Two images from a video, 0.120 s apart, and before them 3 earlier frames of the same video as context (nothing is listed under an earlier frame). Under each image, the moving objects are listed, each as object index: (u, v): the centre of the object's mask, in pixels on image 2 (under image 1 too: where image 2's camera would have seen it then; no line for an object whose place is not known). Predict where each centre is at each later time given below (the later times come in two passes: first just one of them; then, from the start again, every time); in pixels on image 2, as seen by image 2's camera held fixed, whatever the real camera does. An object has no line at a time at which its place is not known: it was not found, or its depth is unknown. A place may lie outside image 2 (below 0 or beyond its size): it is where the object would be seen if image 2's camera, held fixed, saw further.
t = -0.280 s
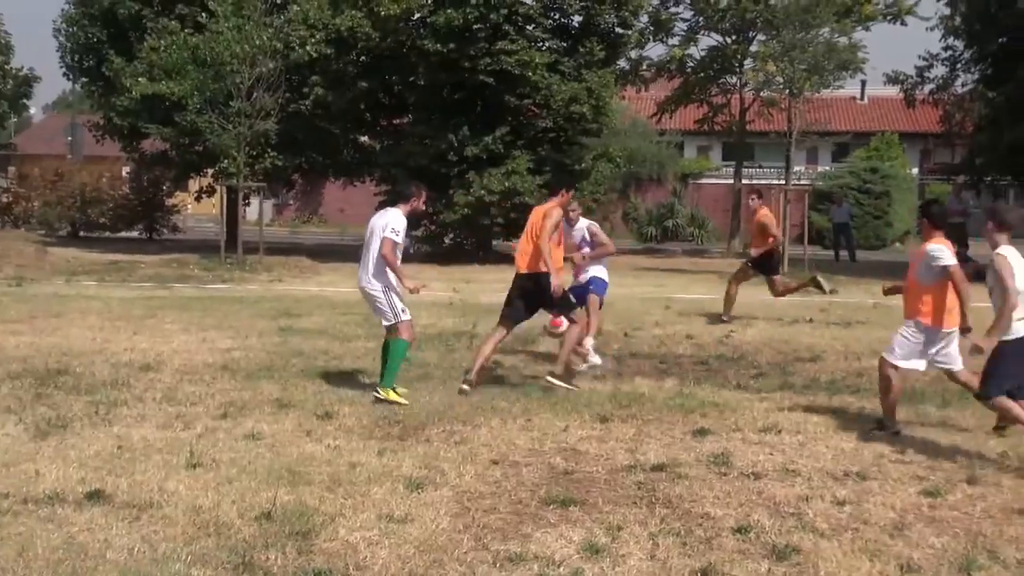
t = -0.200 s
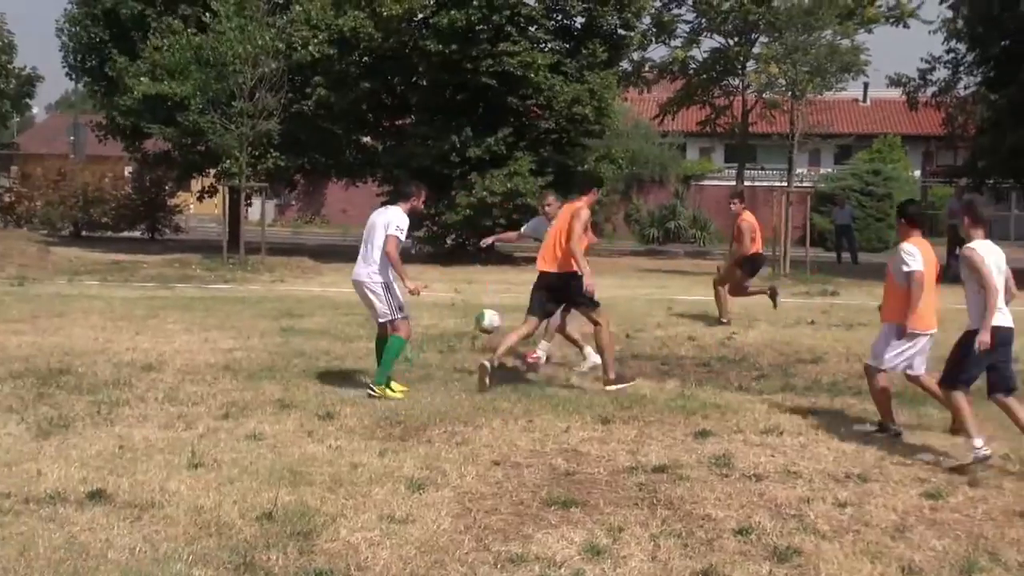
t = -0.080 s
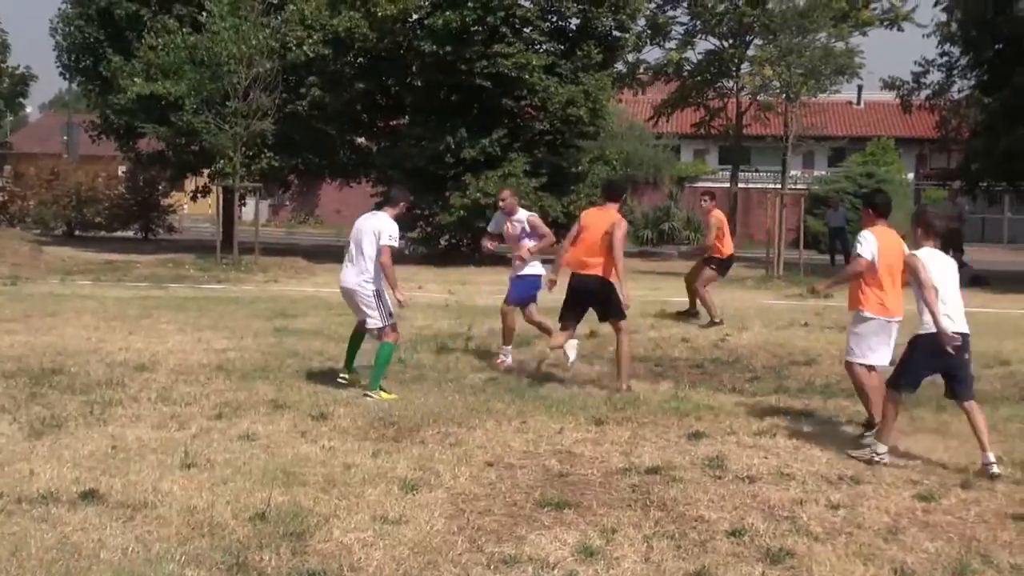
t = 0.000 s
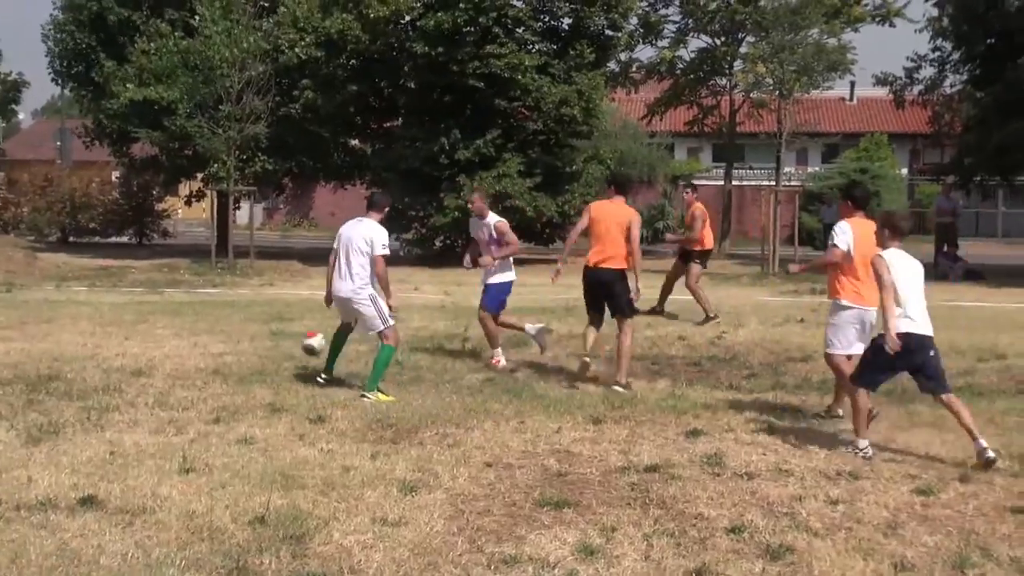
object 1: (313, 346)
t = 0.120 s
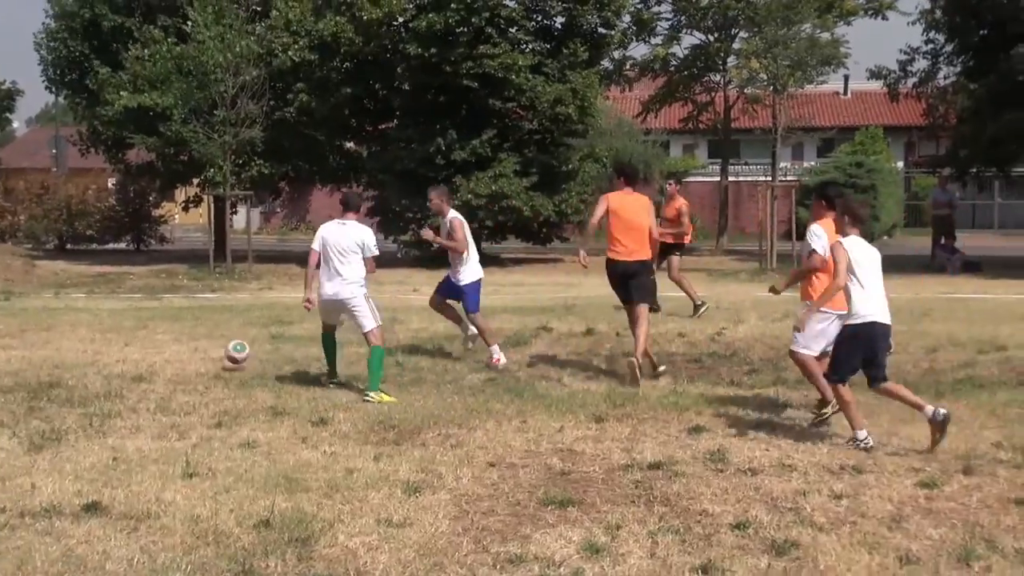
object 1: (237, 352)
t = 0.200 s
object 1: (205, 334)
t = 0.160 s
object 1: (221, 343)
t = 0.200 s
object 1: (205, 334)
